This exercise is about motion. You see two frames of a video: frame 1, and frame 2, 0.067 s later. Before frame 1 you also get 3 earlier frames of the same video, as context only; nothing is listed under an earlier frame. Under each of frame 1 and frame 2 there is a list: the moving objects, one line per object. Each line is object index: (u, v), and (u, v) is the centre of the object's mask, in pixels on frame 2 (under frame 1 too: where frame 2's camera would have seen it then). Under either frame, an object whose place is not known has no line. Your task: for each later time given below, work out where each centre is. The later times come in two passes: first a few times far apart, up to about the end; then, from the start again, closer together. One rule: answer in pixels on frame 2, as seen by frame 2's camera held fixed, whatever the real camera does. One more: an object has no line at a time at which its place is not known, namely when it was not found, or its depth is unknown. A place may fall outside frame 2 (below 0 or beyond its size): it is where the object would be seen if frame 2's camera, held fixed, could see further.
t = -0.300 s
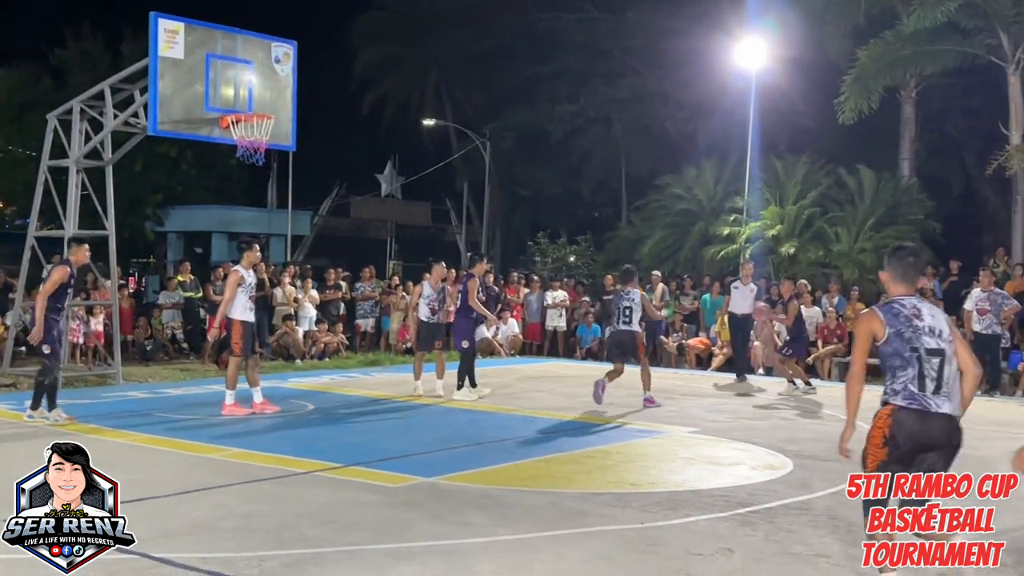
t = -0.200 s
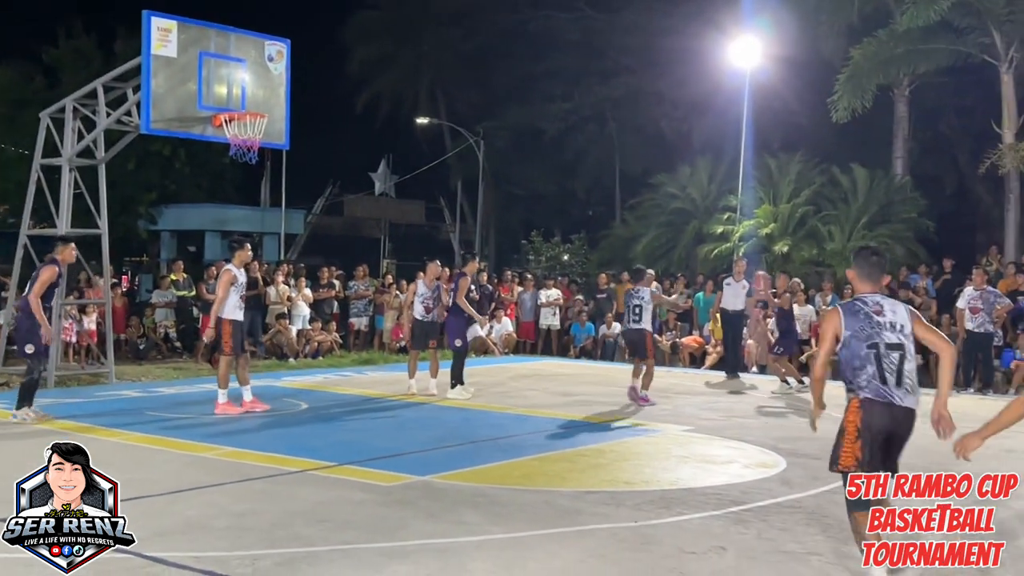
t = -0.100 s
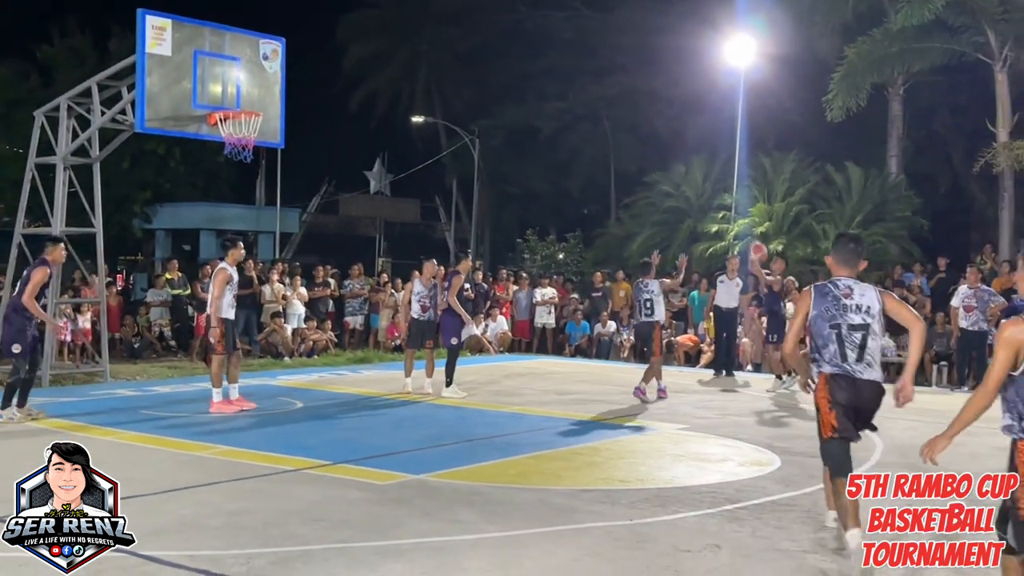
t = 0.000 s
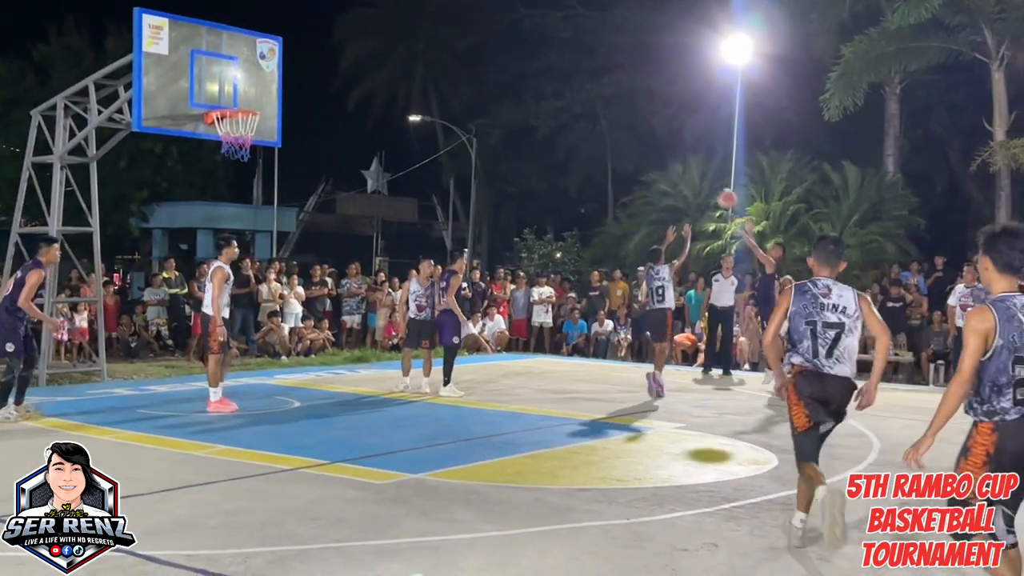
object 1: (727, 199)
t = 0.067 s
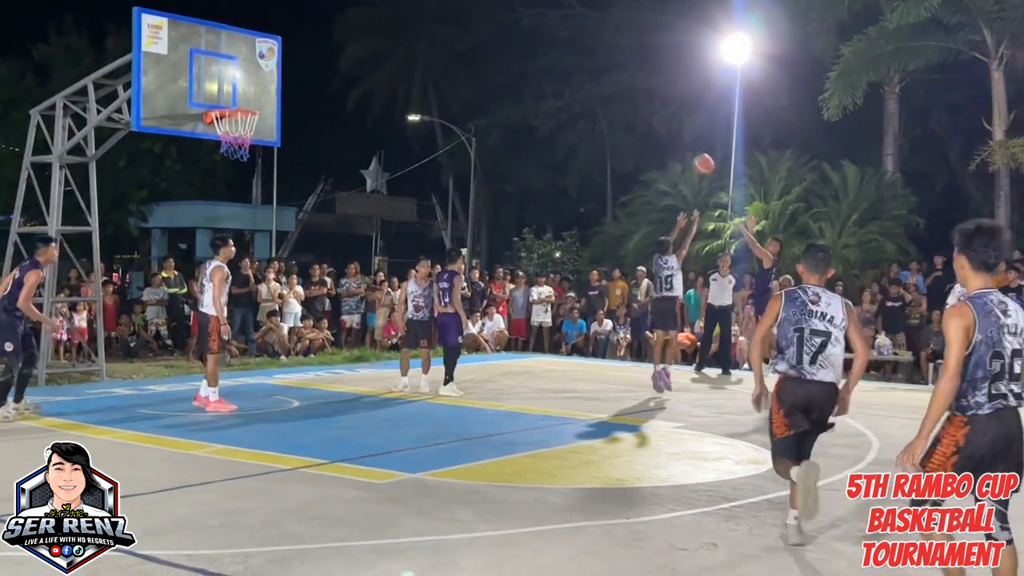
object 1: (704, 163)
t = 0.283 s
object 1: (627, 75)
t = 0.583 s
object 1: (512, 10)
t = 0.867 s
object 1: (394, 16)
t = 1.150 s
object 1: (267, 97)
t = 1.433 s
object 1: (289, 80)
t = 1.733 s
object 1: (326, 137)
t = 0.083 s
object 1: (698, 156)
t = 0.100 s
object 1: (692, 148)
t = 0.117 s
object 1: (687, 140)
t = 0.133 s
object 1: (681, 133)
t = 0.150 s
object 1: (675, 126)
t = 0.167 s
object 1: (669, 119)
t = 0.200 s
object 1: (657, 105)
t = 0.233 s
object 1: (645, 92)
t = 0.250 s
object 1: (639, 86)
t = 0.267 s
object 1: (633, 80)
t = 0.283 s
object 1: (627, 75)
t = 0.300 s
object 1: (621, 69)
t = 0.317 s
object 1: (615, 65)
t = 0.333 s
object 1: (608, 59)
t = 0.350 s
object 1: (602, 55)
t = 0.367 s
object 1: (596, 50)
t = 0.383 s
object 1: (590, 46)
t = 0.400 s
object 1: (584, 41)
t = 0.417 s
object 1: (577, 37)
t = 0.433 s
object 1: (571, 34)
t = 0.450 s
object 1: (565, 30)
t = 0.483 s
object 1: (552, 24)
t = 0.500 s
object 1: (545, 21)
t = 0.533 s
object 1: (532, 15)
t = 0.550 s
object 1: (525, 13)
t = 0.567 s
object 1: (519, 11)
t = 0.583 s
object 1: (512, 10)
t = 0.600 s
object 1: (505, 9)
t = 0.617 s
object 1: (499, 8)
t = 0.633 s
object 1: (492, 8)
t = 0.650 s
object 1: (485, 7)
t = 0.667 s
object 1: (478, 7)
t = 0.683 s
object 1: (471, 6)
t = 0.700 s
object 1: (464, 6)
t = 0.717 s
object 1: (457, 6)
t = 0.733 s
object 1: (450, 6)
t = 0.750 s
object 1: (443, 7)
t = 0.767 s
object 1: (437, 7)
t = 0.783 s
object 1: (430, 7)
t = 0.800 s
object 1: (423, 8)
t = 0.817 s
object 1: (415, 9)
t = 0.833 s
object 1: (408, 11)
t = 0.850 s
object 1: (401, 13)
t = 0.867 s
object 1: (394, 16)
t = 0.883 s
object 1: (387, 18)
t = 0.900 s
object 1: (380, 21)
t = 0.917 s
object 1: (372, 24)
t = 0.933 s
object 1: (365, 28)
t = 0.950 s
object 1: (358, 31)
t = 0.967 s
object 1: (350, 35)
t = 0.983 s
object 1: (343, 40)
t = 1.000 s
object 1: (335, 44)
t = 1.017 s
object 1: (328, 49)
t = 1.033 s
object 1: (320, 54)
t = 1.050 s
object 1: (313, 59)
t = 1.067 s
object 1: (305, 65)
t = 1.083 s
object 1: (298, 71)
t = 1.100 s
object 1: (291, 77)
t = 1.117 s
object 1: (283, 83)
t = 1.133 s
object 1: (275, 90)
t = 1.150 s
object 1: (267, 97)
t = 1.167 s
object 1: (259, 104)
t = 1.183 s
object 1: (260, 103)
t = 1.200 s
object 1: (262, 99)
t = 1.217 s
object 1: (264, 96)
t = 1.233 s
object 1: (266, 93)
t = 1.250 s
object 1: (268, 91)
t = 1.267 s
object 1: (269, 89)
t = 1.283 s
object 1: (272, 87)
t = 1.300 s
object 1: (273, 85)
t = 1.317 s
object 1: (276, 84)
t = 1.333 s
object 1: (278, 82)
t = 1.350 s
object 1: (280, 81)
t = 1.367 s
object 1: (282, 80)
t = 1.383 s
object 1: (283, 80)
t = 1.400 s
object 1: (285, 79)
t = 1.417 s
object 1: (287, 79)
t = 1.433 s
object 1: (289, 80)
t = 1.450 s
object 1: (291, 80)
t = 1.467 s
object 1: (293, 81)
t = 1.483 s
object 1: (294, 82)
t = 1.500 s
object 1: (296, 83)
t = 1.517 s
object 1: (298, 85)
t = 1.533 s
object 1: (300, 87)
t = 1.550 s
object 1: (303, 90)
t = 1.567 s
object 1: (305, 92)
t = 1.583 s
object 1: (307, 96)
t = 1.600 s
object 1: (309, 99)
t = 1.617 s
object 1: (311, 102)
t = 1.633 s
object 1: (313, 106)
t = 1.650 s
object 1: (315, 111)
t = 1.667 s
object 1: (317, 115)
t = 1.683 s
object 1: (319, 120)
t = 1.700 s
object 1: (321, 126)
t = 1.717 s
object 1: (324, 131)
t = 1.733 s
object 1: (326, 137)
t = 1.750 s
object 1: (328, 144)
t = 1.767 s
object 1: (330, 150)
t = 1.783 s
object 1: (332, 157)
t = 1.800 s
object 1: (334, 164)
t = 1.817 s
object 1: (336, 172)
